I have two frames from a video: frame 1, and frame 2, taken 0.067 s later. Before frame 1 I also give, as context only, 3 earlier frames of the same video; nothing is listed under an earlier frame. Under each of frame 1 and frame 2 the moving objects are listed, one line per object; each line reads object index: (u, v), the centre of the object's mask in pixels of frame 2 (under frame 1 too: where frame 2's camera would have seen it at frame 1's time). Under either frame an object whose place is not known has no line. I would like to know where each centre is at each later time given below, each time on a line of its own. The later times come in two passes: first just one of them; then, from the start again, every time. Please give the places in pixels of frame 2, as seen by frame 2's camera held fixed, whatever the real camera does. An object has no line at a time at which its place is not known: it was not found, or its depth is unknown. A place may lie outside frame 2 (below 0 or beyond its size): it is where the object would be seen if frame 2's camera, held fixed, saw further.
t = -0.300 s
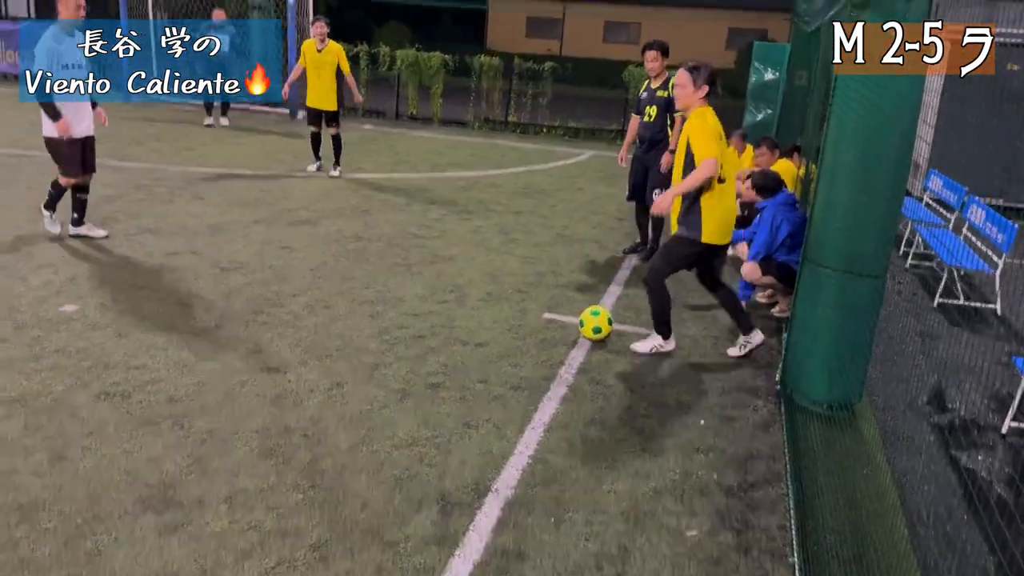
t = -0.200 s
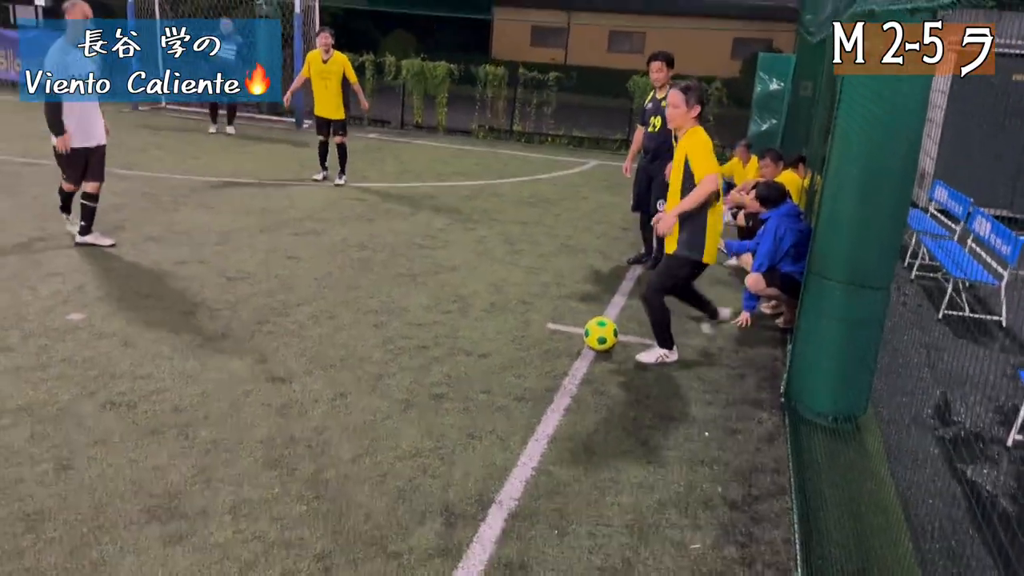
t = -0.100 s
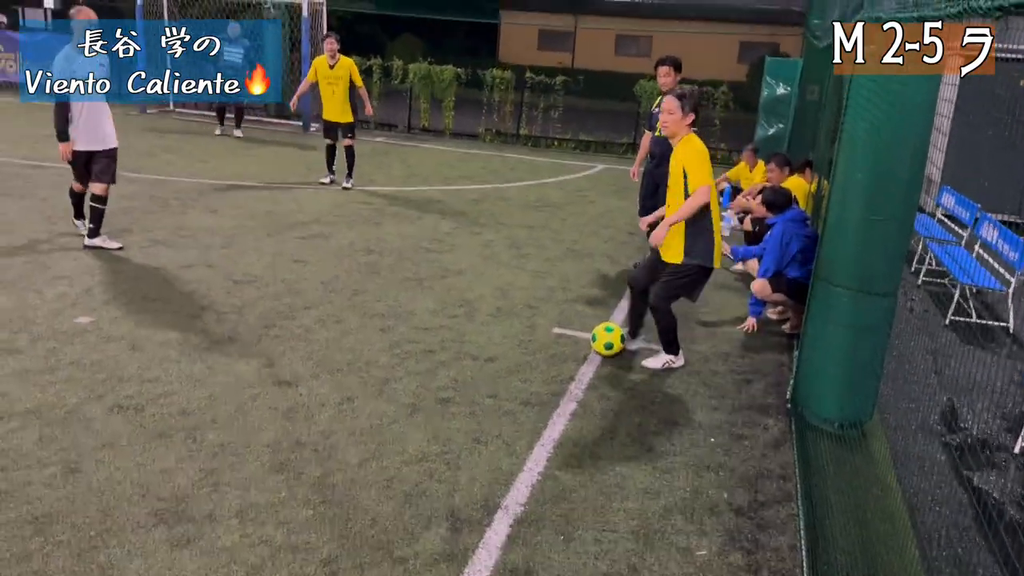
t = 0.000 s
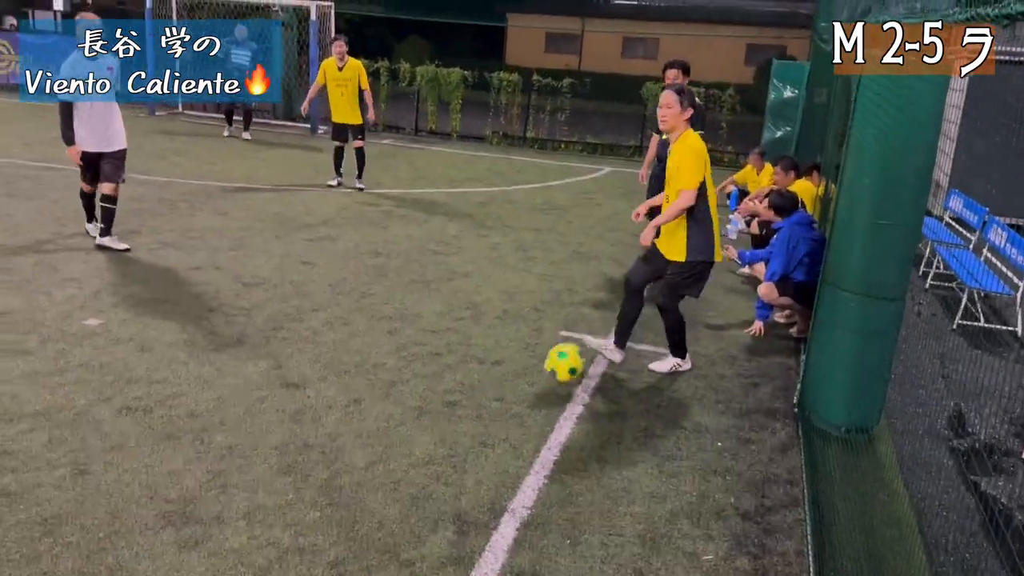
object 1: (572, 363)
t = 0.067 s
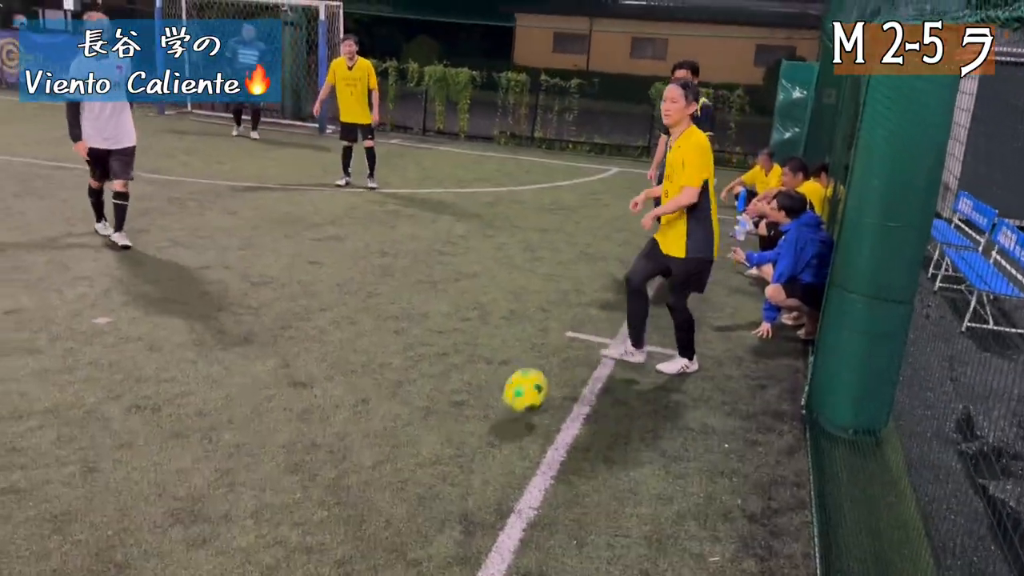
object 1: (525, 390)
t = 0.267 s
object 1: (335, 513)
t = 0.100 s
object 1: (497, 409)
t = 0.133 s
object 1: (469, 431)
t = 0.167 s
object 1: (439, 446)
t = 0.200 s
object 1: (408, 464)
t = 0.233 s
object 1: (374, 485)
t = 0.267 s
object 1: (335, 513)
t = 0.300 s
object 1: (297, 535)
